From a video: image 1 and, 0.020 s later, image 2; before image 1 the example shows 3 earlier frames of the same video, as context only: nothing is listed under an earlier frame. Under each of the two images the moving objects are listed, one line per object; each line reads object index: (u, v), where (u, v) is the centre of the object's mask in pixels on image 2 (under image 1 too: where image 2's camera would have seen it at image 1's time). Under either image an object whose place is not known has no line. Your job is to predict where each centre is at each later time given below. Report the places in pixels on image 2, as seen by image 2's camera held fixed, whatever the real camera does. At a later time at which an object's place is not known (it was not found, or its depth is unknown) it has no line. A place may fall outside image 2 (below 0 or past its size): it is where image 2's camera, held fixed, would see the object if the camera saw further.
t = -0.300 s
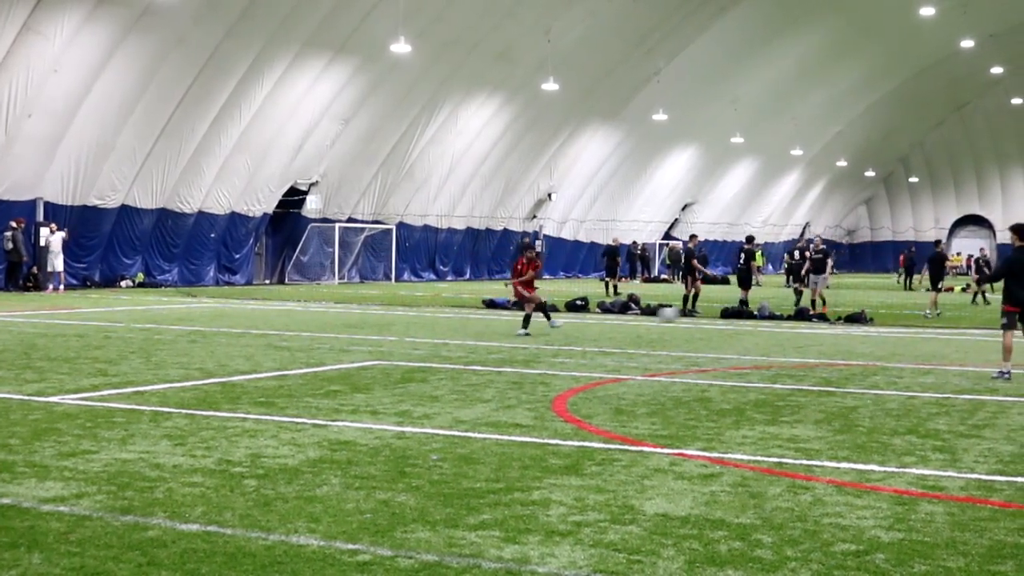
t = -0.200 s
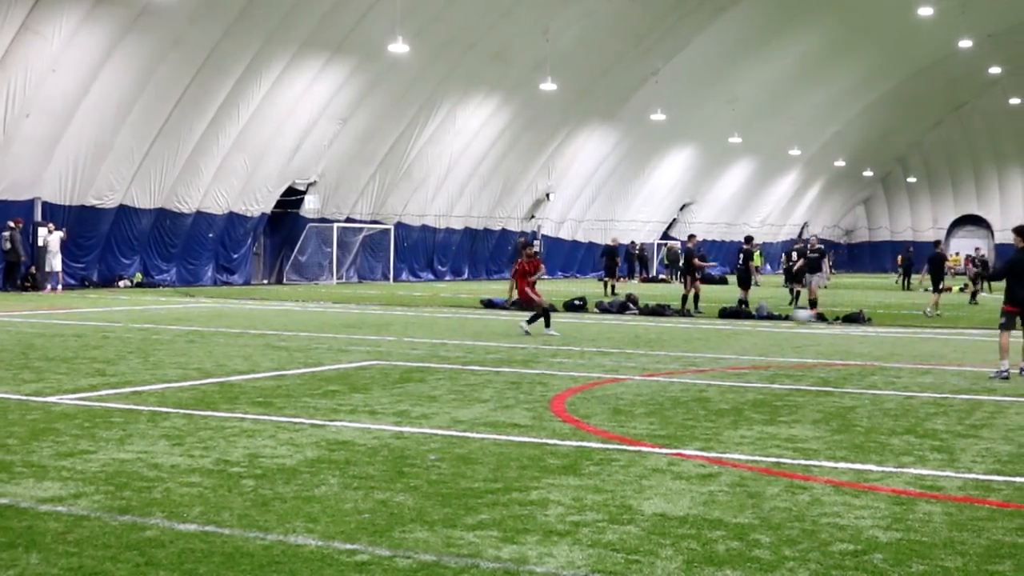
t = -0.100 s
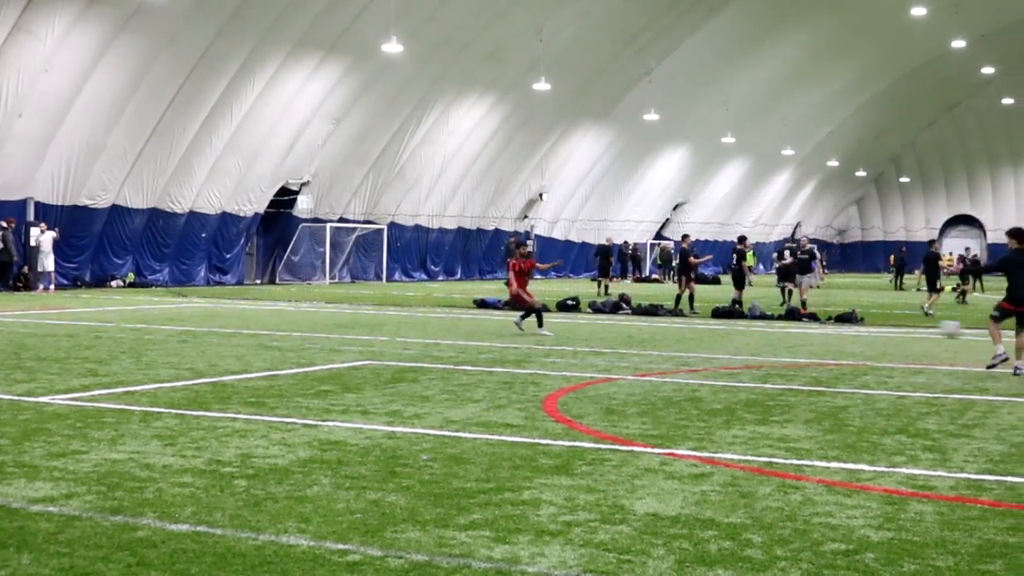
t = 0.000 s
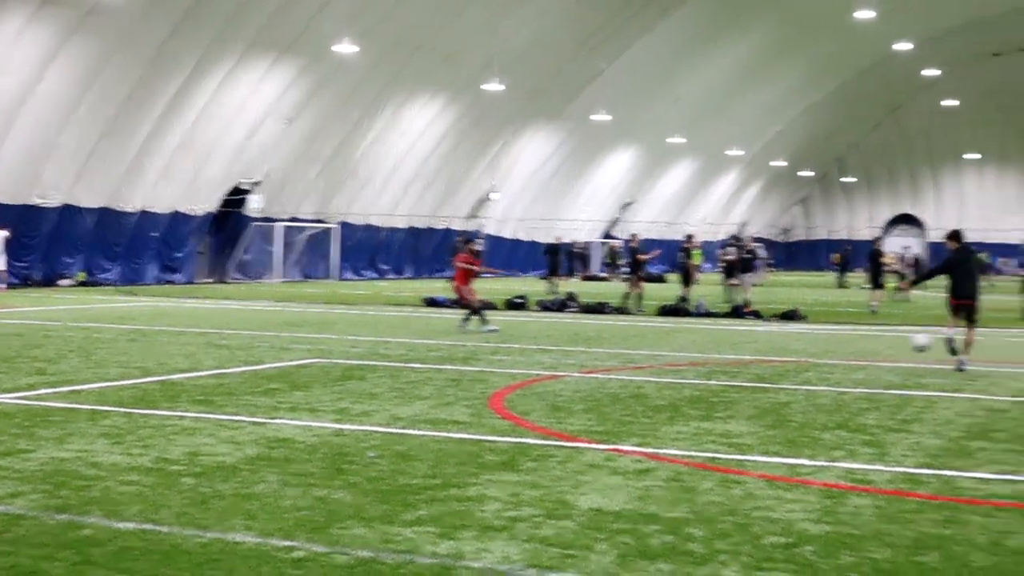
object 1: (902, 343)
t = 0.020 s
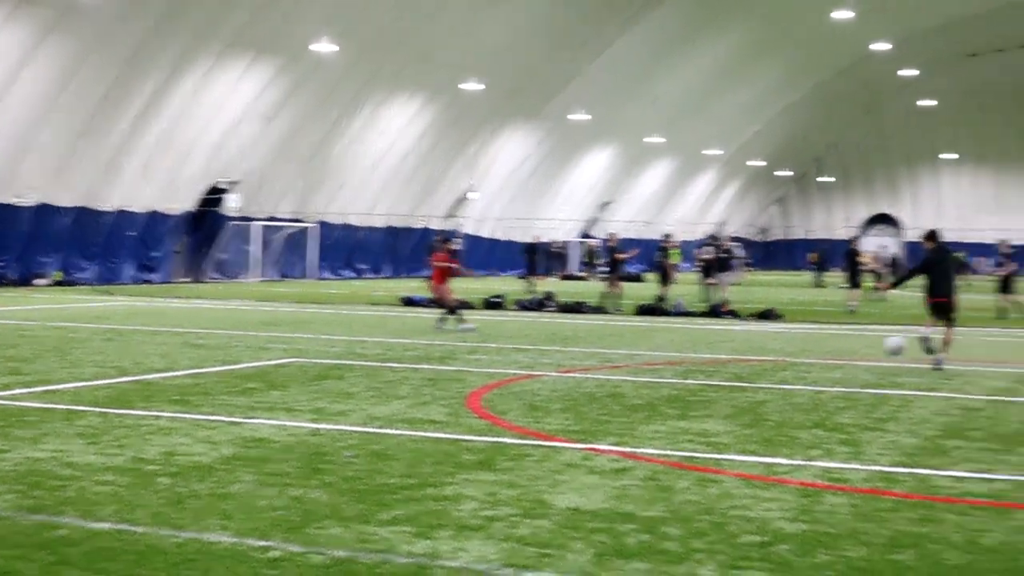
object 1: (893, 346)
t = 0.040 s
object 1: (886, 350)
